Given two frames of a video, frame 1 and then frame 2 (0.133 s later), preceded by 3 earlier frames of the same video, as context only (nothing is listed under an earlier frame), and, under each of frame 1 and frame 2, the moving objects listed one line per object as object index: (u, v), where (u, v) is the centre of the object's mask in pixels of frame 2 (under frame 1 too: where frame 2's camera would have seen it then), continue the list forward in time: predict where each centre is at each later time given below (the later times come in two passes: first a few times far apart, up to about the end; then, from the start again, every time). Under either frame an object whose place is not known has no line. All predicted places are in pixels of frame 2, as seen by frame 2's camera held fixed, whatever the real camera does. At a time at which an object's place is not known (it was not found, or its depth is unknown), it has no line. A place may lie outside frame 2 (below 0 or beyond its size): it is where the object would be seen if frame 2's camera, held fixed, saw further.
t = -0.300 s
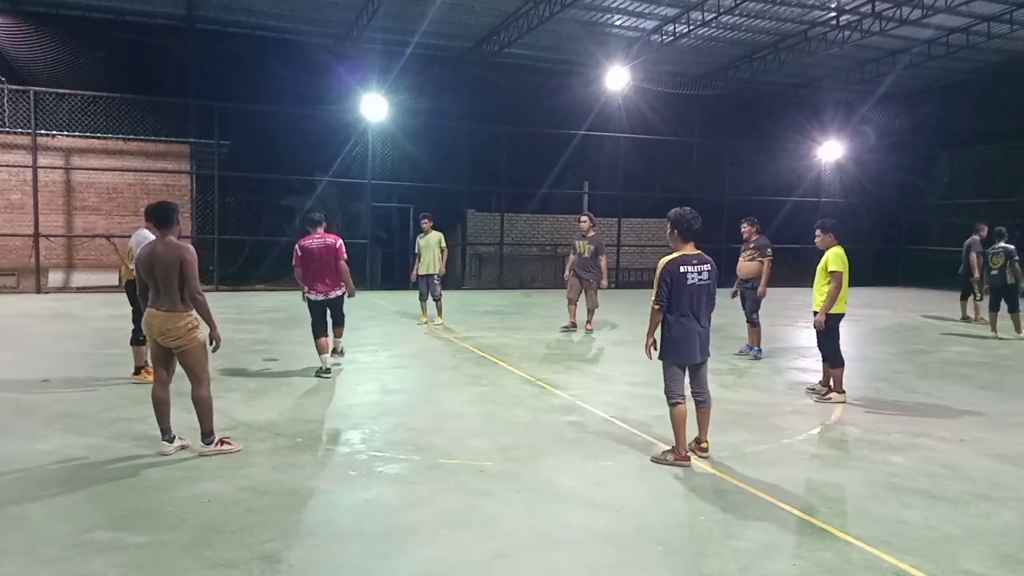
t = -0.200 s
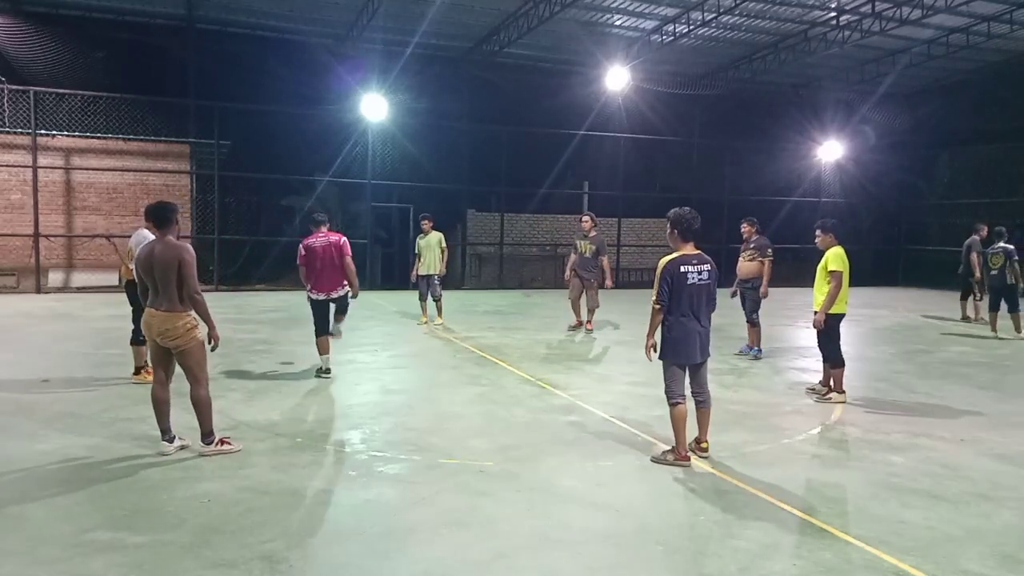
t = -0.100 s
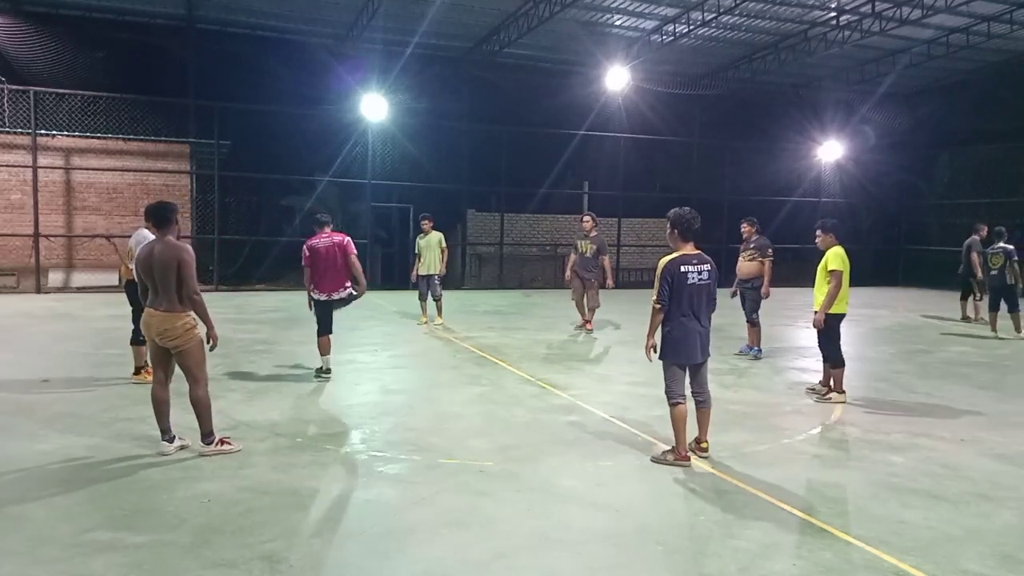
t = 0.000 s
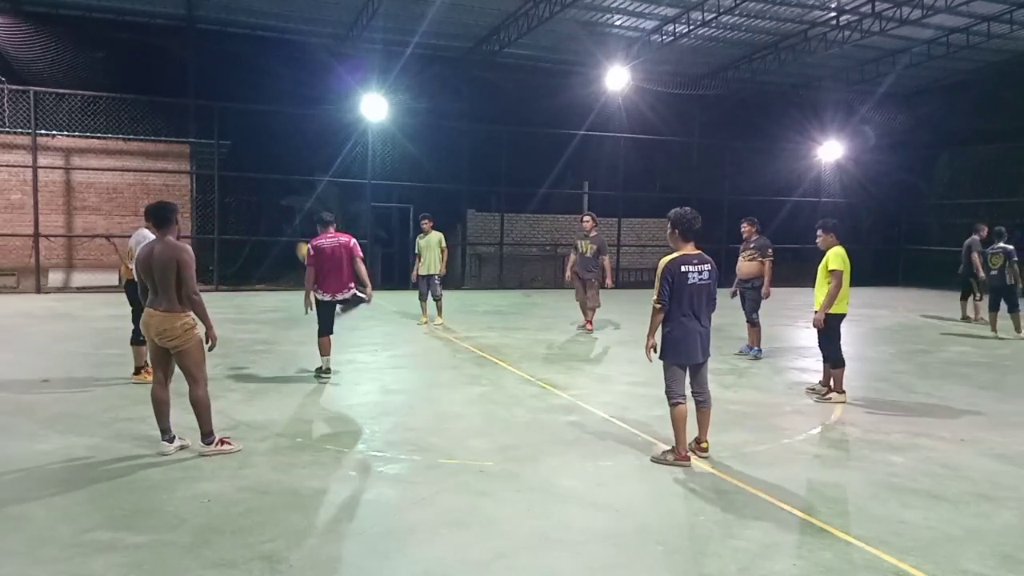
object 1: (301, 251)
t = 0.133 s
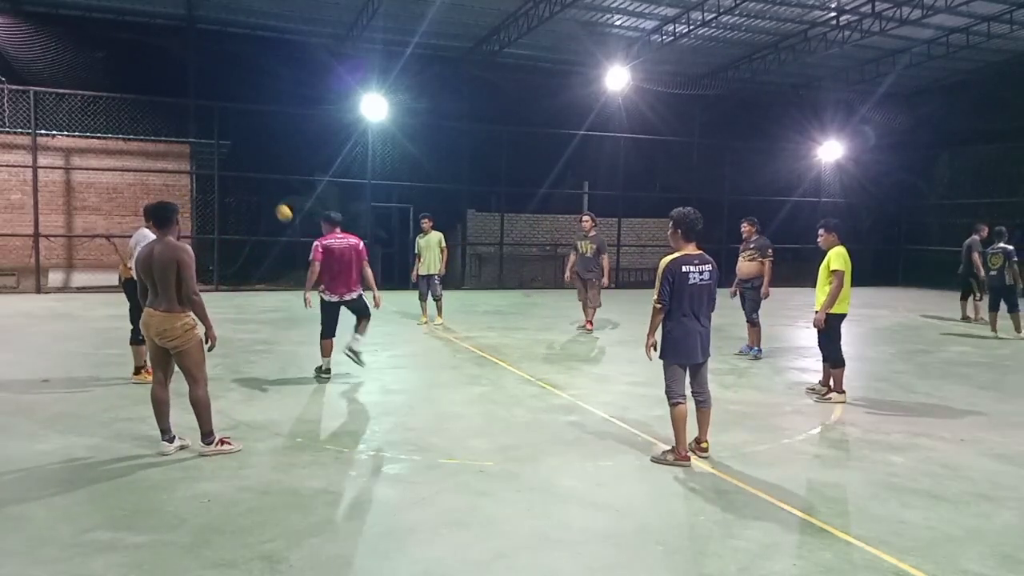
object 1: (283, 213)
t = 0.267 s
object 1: (263, 190)
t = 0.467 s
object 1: (230, 191)
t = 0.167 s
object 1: (278, 206)
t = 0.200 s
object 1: (273, 200)
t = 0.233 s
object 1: (268, 195)
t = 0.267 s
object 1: (263, 190)
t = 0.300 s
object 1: (257, 187)
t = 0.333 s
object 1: (252, 186)
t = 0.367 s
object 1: (246, 185)
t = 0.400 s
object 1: (241, 186)
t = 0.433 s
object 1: (235, 187)
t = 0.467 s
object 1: (230, 191)
